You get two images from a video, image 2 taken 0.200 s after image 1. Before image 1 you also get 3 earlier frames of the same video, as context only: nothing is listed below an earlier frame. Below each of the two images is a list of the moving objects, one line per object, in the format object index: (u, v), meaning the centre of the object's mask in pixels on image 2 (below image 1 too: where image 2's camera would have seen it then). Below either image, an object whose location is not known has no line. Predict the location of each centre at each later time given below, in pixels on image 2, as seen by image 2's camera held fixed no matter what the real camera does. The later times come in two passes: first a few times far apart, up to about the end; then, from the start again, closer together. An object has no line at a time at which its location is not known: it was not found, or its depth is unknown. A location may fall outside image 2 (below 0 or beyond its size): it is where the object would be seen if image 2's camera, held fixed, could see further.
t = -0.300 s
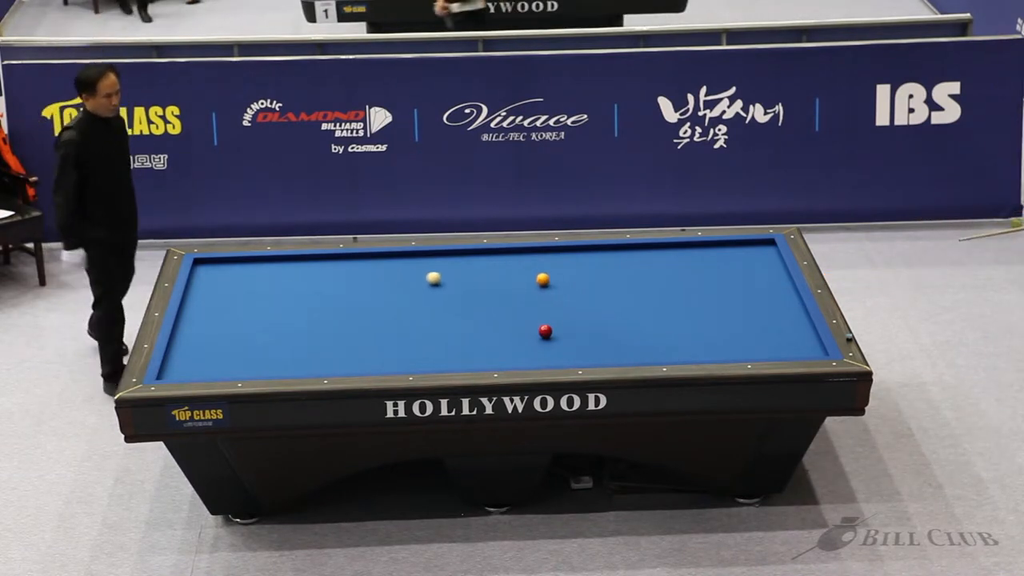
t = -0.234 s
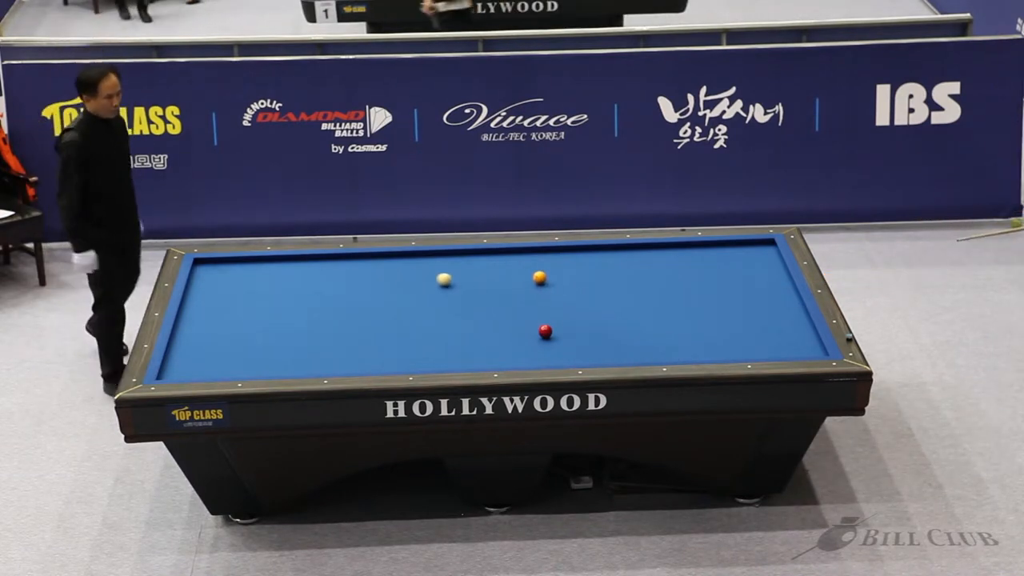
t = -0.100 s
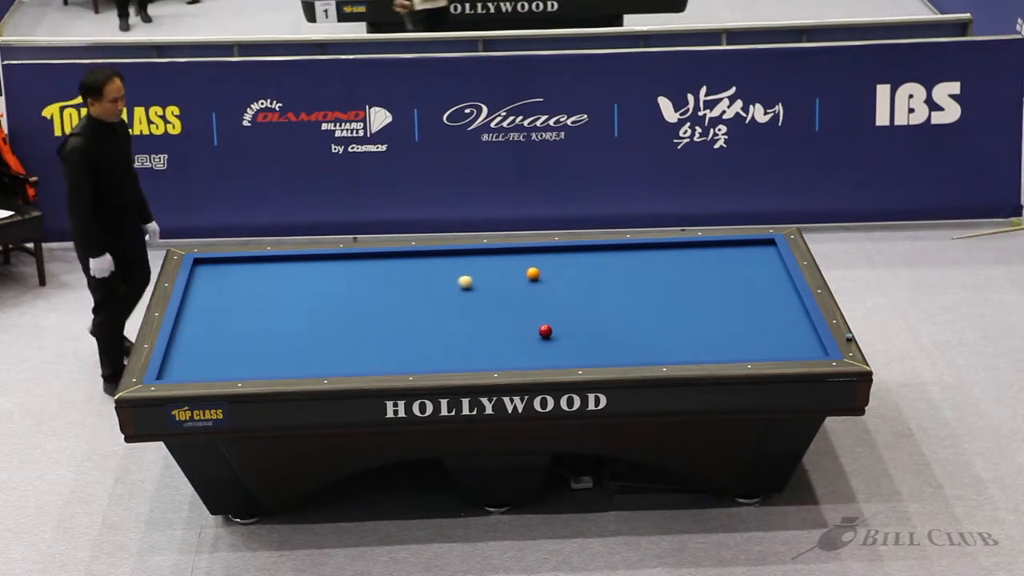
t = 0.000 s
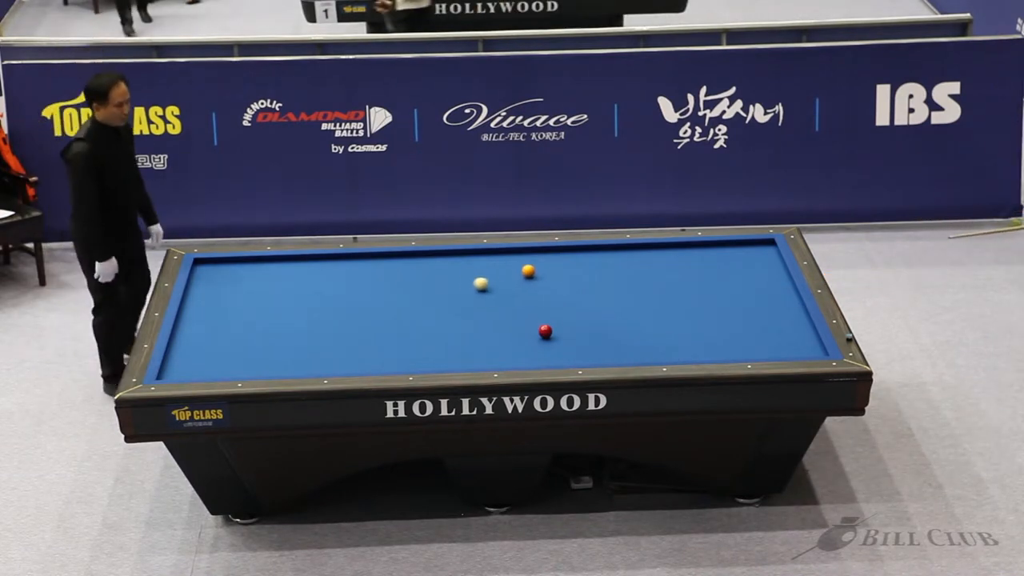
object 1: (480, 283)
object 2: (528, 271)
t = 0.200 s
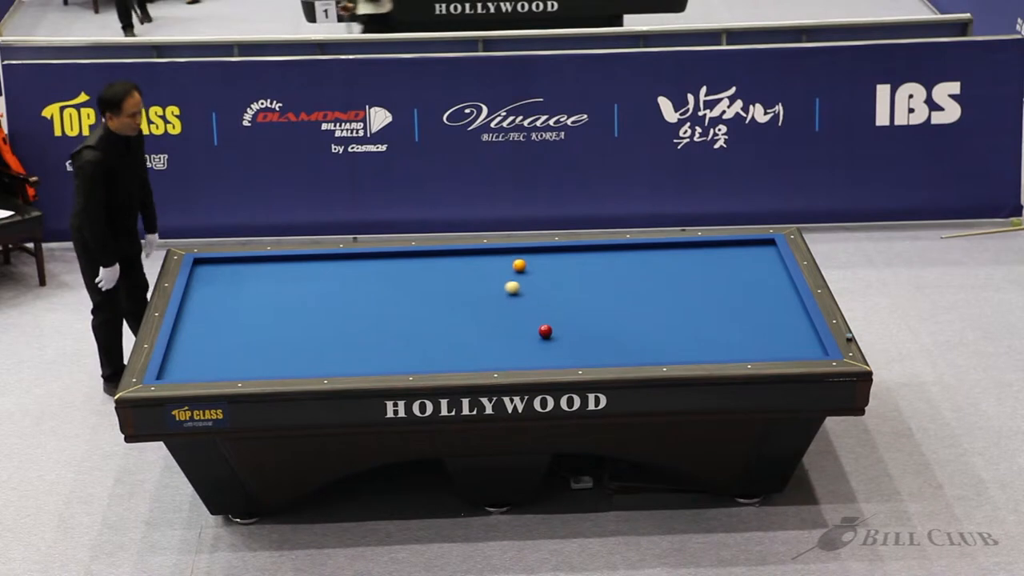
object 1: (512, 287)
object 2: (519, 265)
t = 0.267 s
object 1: (522, 288)
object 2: (516, 264)
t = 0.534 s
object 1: (564, 293)
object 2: (504, 257)
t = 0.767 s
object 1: (600, 298)
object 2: (495, 251)
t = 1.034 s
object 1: (642, 303)
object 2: (489, 254)
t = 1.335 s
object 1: (688, 308)
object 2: (484, 259)
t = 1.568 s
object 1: (724, 312)
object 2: (480, 262)
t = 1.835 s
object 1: (765, 317)
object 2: (476, 265)
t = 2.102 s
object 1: (805, 321)
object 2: (472, 269)
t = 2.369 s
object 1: (786, 330)
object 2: (468, 272)
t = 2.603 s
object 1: (769, 337)
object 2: (466, 274)
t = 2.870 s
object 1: (751, 346)
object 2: (462, 277)
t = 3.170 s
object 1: (730, 353)
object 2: (459, 279)
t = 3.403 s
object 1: (713, 354)
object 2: (456, 281)
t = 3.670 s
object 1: (694, 352)
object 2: (454, 283)
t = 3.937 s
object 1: (676, 348)
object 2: (452, 284)
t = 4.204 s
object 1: (659, 345)
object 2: (450, 286)
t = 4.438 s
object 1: (645, 342)
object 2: (448, 287)
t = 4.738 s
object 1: (628, 339)
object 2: (447, 288)
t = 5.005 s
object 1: (613, 336)
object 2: (446, 288)
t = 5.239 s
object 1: (601, 334)
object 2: (445, 289)
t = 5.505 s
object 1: (588, 332)
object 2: (444, 289)
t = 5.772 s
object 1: (576, 329)
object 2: (444, 289)
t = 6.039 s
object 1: (564, 327)
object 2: (444, 289)
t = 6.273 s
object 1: (556, 325)
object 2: (444, 289)
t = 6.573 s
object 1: (543, 321)
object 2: (444, 289)
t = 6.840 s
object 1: (534, 321)
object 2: (444, 289)
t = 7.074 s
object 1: (527, 320)
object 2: (444, 289)
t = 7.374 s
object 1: (518, 318)
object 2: (444, 289)
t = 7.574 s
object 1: (513, 317)
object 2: (444, 289)
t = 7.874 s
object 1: (506, 315)
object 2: (444, 289)
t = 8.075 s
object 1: (502, 315)
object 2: (444, 289)
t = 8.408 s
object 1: (495, 313)
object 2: (444, 289)
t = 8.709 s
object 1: (490, 312)
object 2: (444, 289)
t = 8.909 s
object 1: (487, 311)
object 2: (444, 289)
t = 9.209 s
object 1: (484, 311)
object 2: (444, 289)
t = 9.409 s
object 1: (481, 310)
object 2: (444, 289)
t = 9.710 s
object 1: (479, 310)
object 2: (444, 289)
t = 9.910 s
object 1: (477, 310)
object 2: (444, 289)
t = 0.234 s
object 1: (517, 288)
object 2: (517, 264)
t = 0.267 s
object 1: (522, 288)
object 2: (516, 264)
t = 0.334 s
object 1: (533, 290)
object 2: (513, 262)
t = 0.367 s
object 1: (538, 290)
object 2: (512, 261)
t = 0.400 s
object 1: (543, 291)
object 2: (510, 260)
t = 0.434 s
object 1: (548, 291)
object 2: (509, 259)
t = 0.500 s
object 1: (559, 293)
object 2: (506, 258)
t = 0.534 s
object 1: (564, 293)
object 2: (504, 257)
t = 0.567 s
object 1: (569, 294)
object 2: (503, 256)
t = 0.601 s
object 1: (575, 295)
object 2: (502, 255)
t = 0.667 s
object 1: (585, 296)
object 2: (499, 254)
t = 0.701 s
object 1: (590, 297)
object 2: (497, 253)
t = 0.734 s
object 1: (595, 297)
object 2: (496, 252)
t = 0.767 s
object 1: (600, 298)
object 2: (495, 251)
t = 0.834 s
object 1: (611, 299)
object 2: (493, 252)
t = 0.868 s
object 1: (616, 300)
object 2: (493, 252)
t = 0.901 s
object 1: (621, 300)
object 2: (492, 253)
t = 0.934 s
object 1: (626, 301)
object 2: (491, 253)
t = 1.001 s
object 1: (636, 302)
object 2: (490, 254)
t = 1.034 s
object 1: (642, 303)
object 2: (489, 254)
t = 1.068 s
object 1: (647, 303)
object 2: (488, 255)
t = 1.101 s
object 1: (652, 304)
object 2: (488, 256)
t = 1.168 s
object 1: (662, 305)
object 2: (487, 256)
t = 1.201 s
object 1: (668, 306)
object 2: (486, 257)
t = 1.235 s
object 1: (672, 306)
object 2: (486, 257)
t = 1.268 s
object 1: (678, 306)
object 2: (485, 258)
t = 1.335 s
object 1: (688, 308)
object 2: (484, 259)
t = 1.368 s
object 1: (693, 308)
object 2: (483, 259)
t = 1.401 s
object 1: (698, 309)
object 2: (483, 260)
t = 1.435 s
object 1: (703, 310)
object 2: (482, 260)
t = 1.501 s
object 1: (714, 311)
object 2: (481, 261)
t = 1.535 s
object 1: (719, 311)
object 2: (481, 262)
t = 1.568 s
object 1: (724, 312)
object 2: (480, 262)
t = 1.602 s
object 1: (729, 313)
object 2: (480, 262)
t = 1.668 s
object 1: (739, 314)
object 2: (479, 263)
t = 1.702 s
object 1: (744, 314)
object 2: (478, 264)
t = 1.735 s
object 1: (749, 315)
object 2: (478, 264)
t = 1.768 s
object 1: (754, 315)
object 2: (477, 265)
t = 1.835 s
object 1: (765, 317)
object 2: (476, 265)
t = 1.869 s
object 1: (769, 317)
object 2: (476, 266)
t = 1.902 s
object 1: (775, 318)
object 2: (475, 266)
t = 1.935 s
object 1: (780, 318)
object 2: (474, 267)
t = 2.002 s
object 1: (790, 320)
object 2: (473, 268)
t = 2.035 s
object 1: (795, 320)
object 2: (473, 268)
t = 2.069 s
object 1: (800, 321)
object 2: (473, 268)
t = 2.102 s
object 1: (805, 321)
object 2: (472, 269)
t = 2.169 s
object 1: (800, 324)
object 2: (471, 270)
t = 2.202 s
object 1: (798, 325)
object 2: (471, 270)
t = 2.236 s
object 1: (795, 326)
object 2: (470, 270)
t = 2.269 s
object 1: (793, 327)
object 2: (470, 271)
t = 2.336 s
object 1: (788, 329)
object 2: (469, 272)
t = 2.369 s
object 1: (786, 330)
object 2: (468, 272)
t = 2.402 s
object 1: (783, 331)
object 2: (468, 272)
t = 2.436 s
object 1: (781, 332)
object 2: (467, 272)
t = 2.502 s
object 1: (777, 334)
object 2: (467, 273)
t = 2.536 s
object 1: (774, 335)
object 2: (466, 274)
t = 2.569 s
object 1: (772, 336)
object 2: (466, 274)
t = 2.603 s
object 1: (769, 337)
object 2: (466, 274)
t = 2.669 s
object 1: (765, 339)
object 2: (465, 275)
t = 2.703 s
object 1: (762, 340)
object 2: (464, 275)
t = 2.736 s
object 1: (760, 341)
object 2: (464, 276)
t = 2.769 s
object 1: (758, 342)
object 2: (463, 276)
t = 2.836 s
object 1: (753, 344)
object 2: (462, 276)
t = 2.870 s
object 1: (751, 346)
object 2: (462, 277)
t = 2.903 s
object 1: (748, 347)
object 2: (462, 277)
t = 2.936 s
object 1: (746, 348)
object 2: (461, 277)
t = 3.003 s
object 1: (742, 350)
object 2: (461, 278)
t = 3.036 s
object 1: (739, 350)
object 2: (460, 278)
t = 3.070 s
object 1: (737, 351)
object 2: (460, 278)
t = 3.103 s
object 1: (735, 352)
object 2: (460, 279)
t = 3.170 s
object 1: (730, 353)
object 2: (459, 279)
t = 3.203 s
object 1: (728, 354)
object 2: (458, 280)
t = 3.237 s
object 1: (726, 355)
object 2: (458, 280)
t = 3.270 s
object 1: (724, 355)
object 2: (458, 280)
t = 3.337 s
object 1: (718, 354)
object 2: (457, 280)
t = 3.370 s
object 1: (716, 354)
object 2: (456, 281)
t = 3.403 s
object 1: (713, 354)
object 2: (456, 281)
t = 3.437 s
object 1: (711, 354)
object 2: (456, 281)
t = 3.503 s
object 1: (706, 353)
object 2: (455, 282)
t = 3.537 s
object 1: (704, 353)
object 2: (455, 282)
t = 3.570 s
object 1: (701, 352)
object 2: (455, 282)
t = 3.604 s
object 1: (699, 352)
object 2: (454, 282)
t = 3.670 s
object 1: (694, 352)
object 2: (454, 283)
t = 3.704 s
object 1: (692, 351)
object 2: (453, 283)
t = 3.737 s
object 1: (690, 351)
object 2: (453, 283)
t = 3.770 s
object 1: (687, 350)
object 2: (453, 284)
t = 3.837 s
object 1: (683, 350)
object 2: (452, 284)
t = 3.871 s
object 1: (681, 349)
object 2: (452, 284)
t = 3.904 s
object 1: (679, 349)
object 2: (452, 284)
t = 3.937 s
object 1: (676, 348)
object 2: (452, 284)
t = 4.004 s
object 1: (672, 348)
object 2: (451, 285)
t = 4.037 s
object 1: (670, 347)
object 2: (451, 285)
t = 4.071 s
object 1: (668, 347)
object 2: (451, 285)
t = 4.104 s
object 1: (666, 346)
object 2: (451, 285)
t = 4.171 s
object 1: (661, 346)
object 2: (450, 286)
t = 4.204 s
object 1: (659, 345)
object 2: (450, 286)
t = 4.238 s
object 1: (657, 345)
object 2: (450, 286)
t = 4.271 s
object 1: (655, 344)
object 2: (449, 286)
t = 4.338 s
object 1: (651, 344)
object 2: (449, 286)
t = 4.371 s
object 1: (649, 343)
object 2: (449, 287)
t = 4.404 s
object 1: (647, 343)
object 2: (449, 287)
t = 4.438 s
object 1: (645, 342)
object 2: (448, 287)
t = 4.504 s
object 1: (641, 342)
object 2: (448, 287)
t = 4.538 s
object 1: (639, 341)
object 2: (448, 287)
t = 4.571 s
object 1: (637, 341)
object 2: (448, 287)
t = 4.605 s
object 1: (635, 341)
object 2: (448, 287)
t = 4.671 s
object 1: (632, 340)
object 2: (447, 288)
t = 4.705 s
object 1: (629, 340)
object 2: (447, 288)
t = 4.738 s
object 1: (628, 339)
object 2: (447, 288)
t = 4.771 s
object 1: (626, 339)
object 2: (447, 288)
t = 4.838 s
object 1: (622, 338)
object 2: (447, 288)
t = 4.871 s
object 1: (620, 338)
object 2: (446, 288)
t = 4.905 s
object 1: (619, 337)
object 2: (446, 288)
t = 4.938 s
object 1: (617, 337)
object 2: (446, 288)
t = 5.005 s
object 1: (613, 336)
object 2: (446, 288)
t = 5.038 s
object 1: (612, 336)
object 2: (446, 289)
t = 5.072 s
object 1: (610, 336)
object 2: (445, 289)
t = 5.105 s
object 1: (608, 335)
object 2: (445, 289)
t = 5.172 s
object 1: (604, 335)
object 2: (445, 289)
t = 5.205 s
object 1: (603, 334)
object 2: (445, 289)
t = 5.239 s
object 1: (601, 334)
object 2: (445, 289)
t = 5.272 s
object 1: (599, 334)
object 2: (445, 289)
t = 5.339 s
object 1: (596, 333)
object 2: (445, 289)
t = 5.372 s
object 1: (594, 333)
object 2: (445, 289)
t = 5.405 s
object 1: (593, 333)
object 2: (445, 289)
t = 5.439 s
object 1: (591, 332)
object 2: (444, 289)
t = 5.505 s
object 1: (588, 332)
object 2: (444, 289)
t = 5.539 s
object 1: (587, 331)
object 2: (444, 289)
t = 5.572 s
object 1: (585, 331)
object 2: (444, 289)
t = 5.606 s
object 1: (583, 331)
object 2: (444, 289)
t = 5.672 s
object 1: (580, 330)
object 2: (444, 289)
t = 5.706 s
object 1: (579, 330)
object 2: (444, 289)
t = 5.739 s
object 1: (577, 329)
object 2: (444, 289)
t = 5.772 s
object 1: (576, 329)
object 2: (444, 289)
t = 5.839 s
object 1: (573, 329)
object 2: (444, 289)
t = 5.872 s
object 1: (571, 328)
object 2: (444, 289)
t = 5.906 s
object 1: (570, 328)
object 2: (444, 289)
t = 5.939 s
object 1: (569, 328)
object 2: (444, 289)
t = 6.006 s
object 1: (566, 327)
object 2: (444, 289)
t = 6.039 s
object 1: (564, 327)
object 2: (444, 289)
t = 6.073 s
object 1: (563, 327)
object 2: (444, 289)
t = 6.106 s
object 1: (562, 326)
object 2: (444, 289)
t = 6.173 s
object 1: (559, 326)
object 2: (444, 289)
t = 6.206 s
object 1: (558, 326)
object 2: (444, 289)
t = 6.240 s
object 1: (557, 325)
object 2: (444, 289)
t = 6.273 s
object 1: (556, 325)
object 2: (444, 289)
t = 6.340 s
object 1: (553, 323)
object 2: (444, 289)
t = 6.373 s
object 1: (552, 323)
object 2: (444, 289)
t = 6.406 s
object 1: (550, 323)
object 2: (444, 289)
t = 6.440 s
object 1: (549, 322)
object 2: (444, 289)
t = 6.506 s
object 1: (546, 322)
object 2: (444, 289)
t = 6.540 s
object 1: (545, 321)
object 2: (444, 289)
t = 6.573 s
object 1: (543, 321)
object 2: (444, 289)
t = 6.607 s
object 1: (542, 321)
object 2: (444, 289)
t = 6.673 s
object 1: (540, 321)
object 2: (444, 289)
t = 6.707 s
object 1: (538, 321)
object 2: (444, 289)
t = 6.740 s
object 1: (537, 321)
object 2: (444, 289)
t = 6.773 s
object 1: (536, 321)
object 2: (444, 289)
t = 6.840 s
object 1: (534, 321)
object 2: (444, 289)
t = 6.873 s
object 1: (534, 321)
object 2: (444, 289)
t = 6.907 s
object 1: (532, 321)
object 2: (444, 289)
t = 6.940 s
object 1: (532, 320)
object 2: (444, 289)
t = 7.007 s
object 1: (529, 320)
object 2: (444, 289)
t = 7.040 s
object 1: (528, 320)
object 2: (444, 289)
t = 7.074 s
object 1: (527, 320)
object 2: (444, 289)
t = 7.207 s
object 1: (523, 319)
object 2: (444, 289)
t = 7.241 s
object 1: (522, 319)
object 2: (444, 289)
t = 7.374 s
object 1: (518, 318)
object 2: (444, 289)
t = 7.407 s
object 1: (517, 318)
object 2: (444, 289)
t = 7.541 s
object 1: (514, 317)
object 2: (444, 289)
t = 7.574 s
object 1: (513, 317)
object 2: (444, 289)
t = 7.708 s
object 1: (510, 316)
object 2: (444, 289)
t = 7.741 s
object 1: (509, 316)
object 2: (444, 289)
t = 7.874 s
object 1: (506, 315)
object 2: (444, 289)
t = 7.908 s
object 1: (505, 315)
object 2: (444, 289)
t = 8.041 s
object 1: (502, 315)
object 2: (444, 289)
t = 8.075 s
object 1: (502, 315)
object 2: (444, 289)
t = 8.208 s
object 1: (499, 314)
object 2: (444, 289)
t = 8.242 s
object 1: (498, 314)
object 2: (444, 289)
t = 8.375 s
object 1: (496, 313)
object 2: (444, 289)
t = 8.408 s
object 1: (495, 313)
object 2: (444, 289)
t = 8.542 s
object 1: (493, 313)
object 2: (444, 289)
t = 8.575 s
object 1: (492, 313)
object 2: (444, 289)
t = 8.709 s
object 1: (490, 312)
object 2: (444, 289)
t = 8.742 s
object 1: (490, 312)
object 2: (444, 289)
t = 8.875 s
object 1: (488, 312)
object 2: (444, 289)
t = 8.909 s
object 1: (487, 311)
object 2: (444, 289)
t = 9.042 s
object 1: (485, 311)
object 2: (444, 289)
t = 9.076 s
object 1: (485, 311)
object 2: (444, 289)
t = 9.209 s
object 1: (484, 311)
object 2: (444, 289)
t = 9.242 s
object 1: (483, 311)
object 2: (444, 289)
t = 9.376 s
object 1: (482, 310)
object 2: (444, 289)
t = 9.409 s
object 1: (481, 310)
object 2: (444, 289)
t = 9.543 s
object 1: (480, 310)
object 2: (444, 289)
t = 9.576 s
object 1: (480, 310)
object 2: (444, 289)
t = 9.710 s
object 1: (479, 310)
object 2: (444, 289)
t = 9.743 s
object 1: (478, 310)
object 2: (444, 289)
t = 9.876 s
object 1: (478, 310)
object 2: (444, 289)
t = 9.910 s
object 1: (477, 310)
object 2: (444, 289)
